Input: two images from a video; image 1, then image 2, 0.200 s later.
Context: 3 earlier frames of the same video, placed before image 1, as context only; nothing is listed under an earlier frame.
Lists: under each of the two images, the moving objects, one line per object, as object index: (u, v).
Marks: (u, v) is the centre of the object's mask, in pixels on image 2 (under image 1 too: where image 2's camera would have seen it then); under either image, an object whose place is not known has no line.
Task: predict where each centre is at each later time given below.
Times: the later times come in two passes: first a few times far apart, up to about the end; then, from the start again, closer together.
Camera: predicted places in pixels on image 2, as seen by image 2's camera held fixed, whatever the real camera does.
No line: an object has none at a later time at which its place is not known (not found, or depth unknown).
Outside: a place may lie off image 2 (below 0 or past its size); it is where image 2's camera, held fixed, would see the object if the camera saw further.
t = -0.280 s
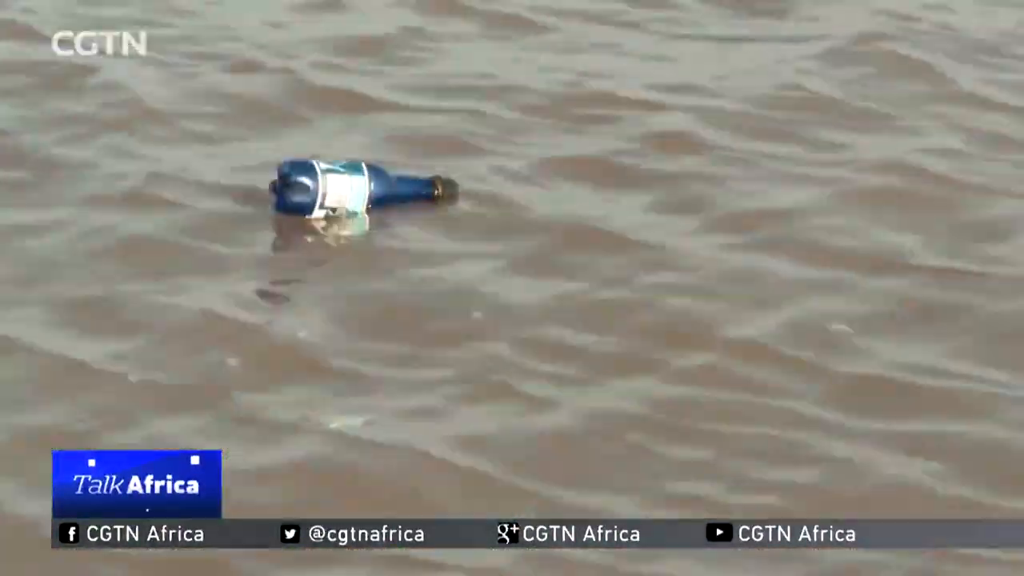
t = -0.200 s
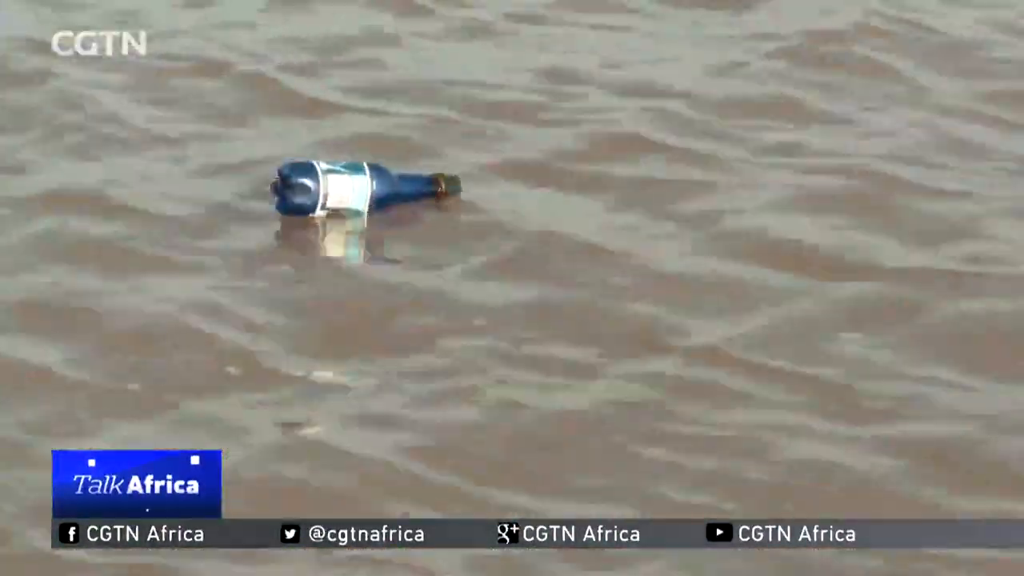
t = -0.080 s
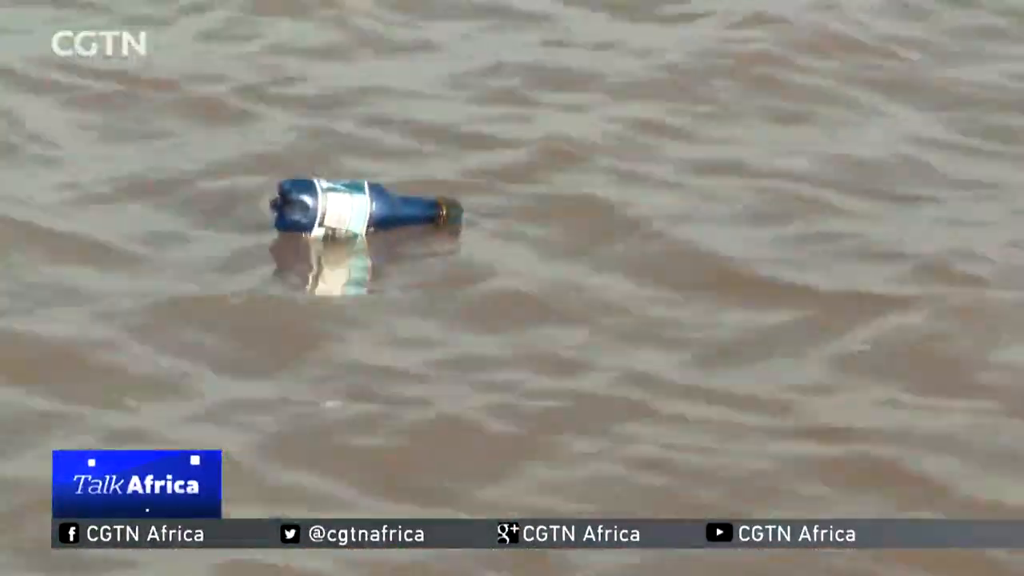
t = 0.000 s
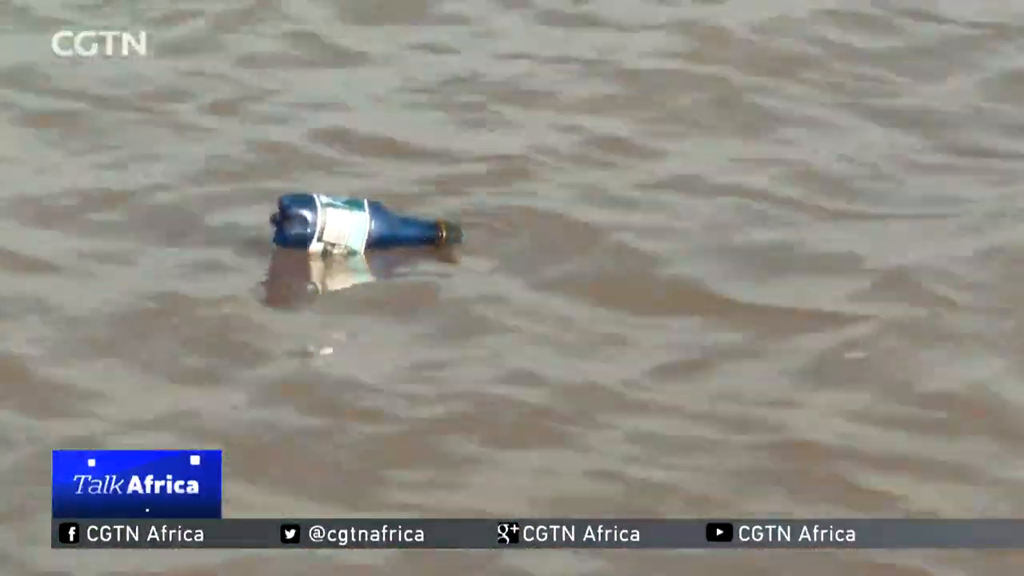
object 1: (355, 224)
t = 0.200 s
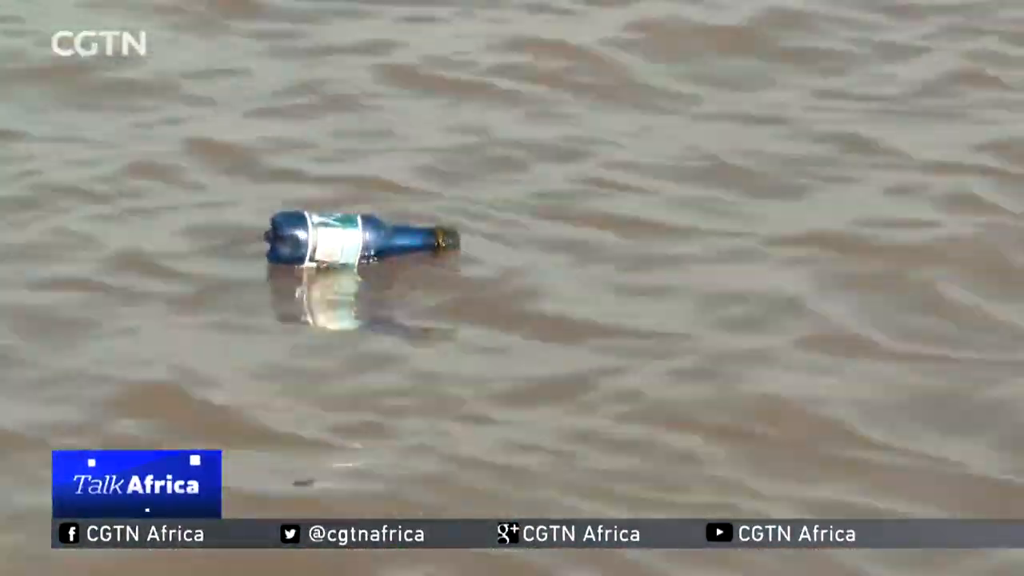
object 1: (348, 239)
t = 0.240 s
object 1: (350, 238)
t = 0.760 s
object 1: (386, 232)
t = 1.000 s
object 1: (398, 241)
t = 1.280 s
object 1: (378, 230)
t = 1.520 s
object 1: (358, 245)
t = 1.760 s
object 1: (353, 255)
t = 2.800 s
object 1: (374, 291)
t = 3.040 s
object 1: (369, 303)
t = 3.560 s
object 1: (376, 319)
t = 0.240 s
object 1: (350, 238)
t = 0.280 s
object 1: (349, 240)
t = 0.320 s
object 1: (352, 241)
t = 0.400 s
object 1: (355, 246)
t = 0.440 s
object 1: (358, 247)
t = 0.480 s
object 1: (363, 247)
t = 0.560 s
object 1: (367, 243)
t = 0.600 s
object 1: (374, 240)
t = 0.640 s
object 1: (378, 237)
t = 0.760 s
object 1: (386, 232)
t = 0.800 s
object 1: (388, 233)
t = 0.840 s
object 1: (391, 235)
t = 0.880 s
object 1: (392, 236)
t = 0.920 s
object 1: (394, 238)
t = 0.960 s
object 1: (398, 238)
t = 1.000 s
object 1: (398, 241)
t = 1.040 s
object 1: (403, 242)
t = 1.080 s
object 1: (401, 242)
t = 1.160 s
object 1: (400, 237)
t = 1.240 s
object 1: (386, 233)
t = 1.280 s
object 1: (378, 230)
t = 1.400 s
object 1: (358, 235)
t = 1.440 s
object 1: (356, 239)
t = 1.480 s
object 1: (358, 242)
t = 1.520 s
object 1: (358, 245)
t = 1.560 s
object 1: (360, 249)
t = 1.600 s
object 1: (363, 254)
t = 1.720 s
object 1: (359, 258)
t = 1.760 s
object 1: (353, 255)
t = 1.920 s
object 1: (337, 255)
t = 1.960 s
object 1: (336, 261)
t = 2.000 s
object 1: (338, 269)
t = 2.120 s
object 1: (344, 287)
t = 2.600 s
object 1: (368, 292)
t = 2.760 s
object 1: (374, 291)
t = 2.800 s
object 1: (374, 291)
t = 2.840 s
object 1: (372, 293)
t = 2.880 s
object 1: (372, 297)
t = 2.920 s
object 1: (373, 301)
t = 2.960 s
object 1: (371, 304)
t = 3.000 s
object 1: (370, 304)
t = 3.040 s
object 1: (369, 303)
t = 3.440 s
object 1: (372, 324)
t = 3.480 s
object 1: (374, 324)
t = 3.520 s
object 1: (373, 323)
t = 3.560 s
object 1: (376, 319)
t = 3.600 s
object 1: (377, 318)
